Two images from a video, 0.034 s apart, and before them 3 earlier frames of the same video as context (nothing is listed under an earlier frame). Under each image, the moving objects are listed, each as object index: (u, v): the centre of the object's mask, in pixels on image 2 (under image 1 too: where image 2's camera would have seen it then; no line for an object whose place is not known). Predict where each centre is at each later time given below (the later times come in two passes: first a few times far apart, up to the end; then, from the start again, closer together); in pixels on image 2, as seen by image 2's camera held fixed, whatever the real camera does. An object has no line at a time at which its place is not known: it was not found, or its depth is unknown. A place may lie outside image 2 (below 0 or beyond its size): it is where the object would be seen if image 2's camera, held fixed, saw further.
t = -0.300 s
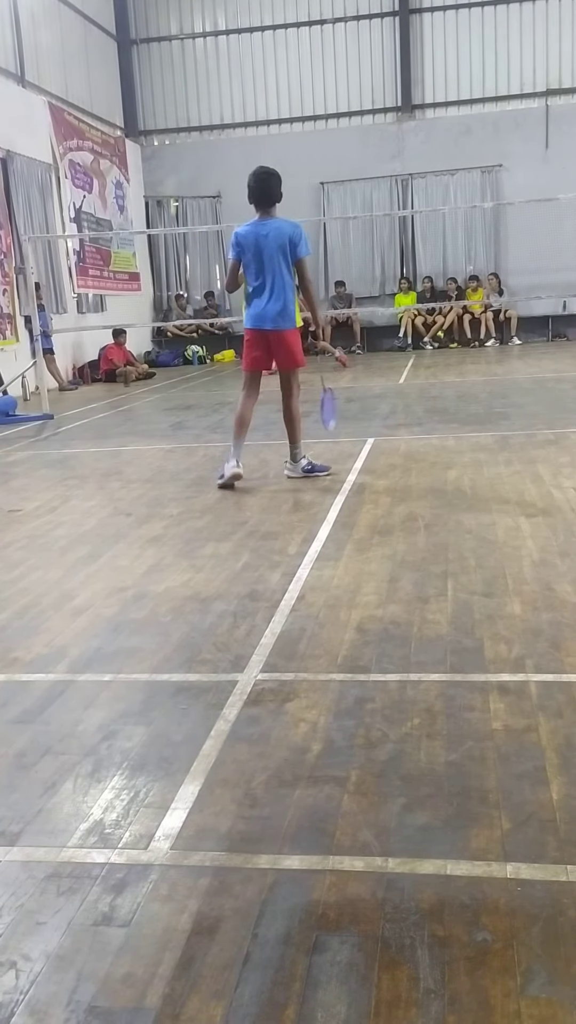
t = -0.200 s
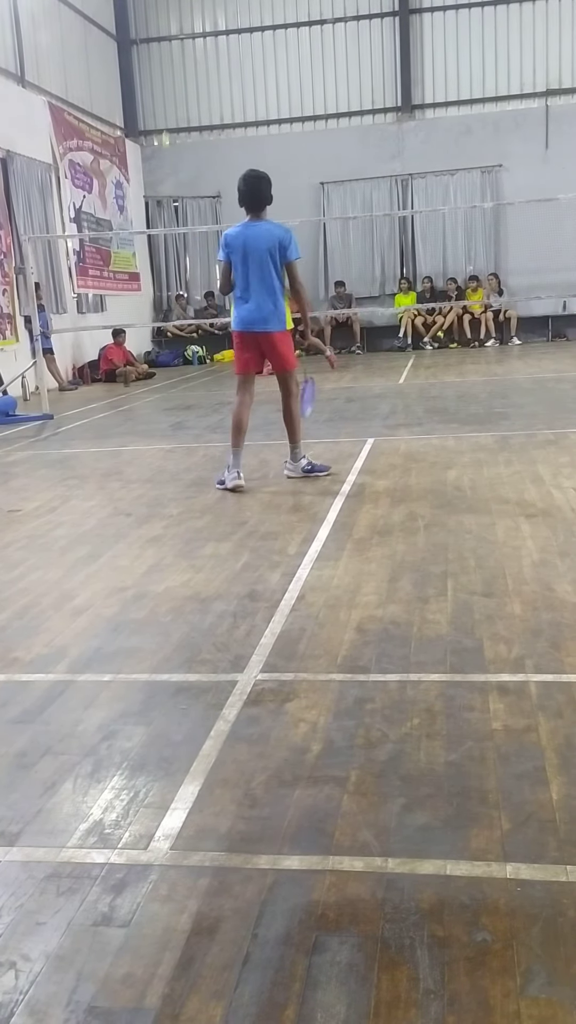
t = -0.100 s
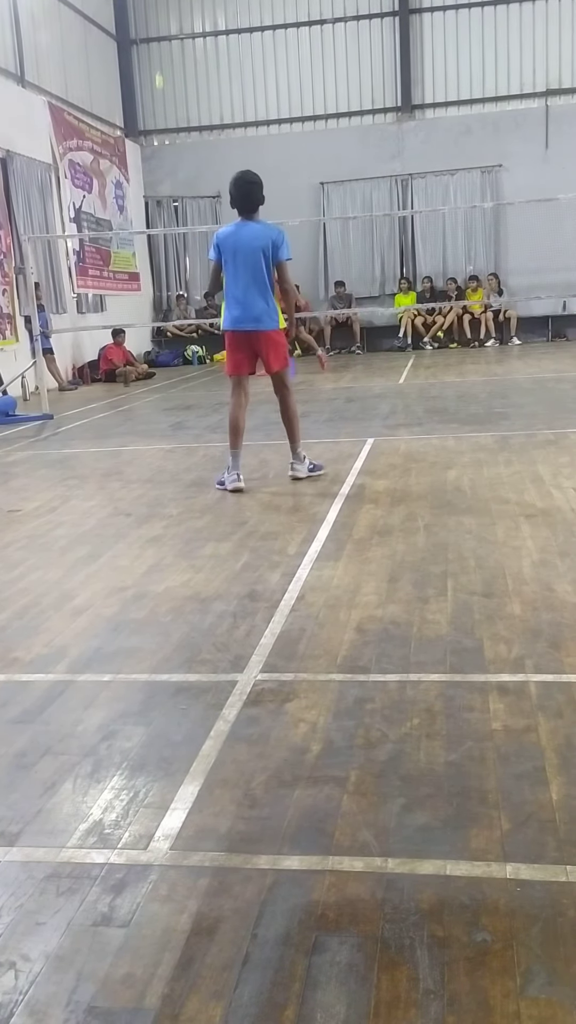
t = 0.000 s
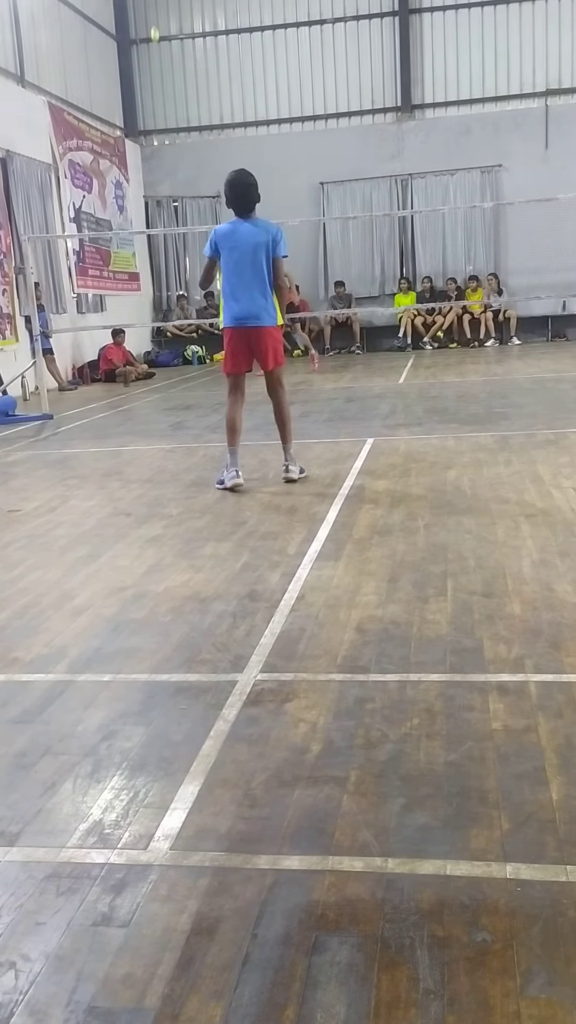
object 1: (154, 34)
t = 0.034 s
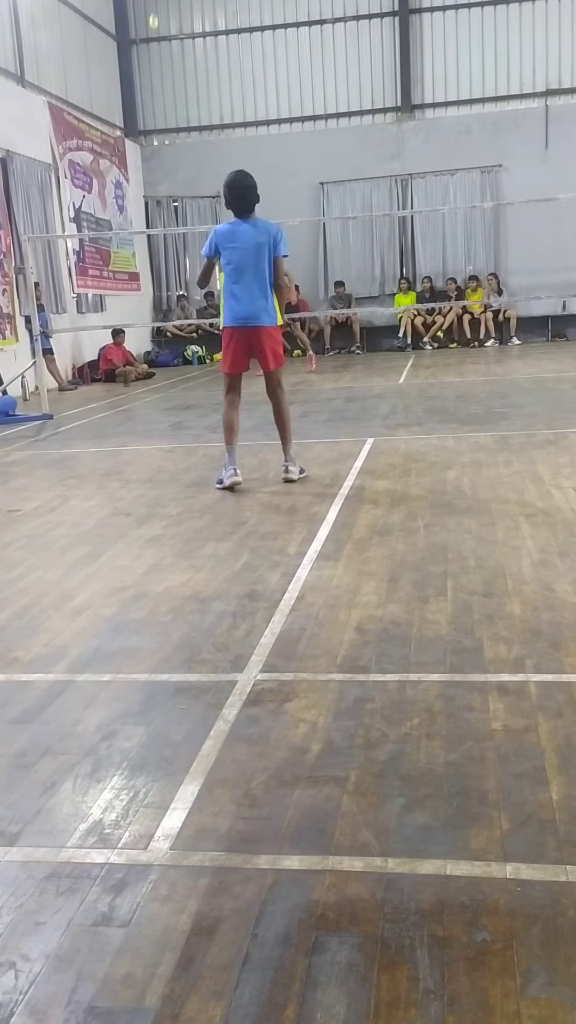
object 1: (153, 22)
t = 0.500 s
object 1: (146, 9)
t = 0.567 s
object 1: (146, 37)
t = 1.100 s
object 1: (176, 410)
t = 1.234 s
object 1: (186, 437)
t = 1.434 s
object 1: (189, 417)
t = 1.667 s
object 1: (208, 453)
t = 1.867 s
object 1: (212, 459)
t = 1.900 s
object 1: (213, 460)
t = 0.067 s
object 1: (152, 11)
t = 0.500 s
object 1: (146, 9)
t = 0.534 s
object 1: (146, 22)
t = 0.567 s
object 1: (146, 37)
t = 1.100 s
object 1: (176, 410)
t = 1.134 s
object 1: (180, 436)
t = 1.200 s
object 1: (186, 448)
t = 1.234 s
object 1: (186, 437)
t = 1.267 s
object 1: (187, 428)
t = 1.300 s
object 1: (186, 422)
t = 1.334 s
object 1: (185, 419)
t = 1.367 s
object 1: (186, 417)
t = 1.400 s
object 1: (187, 417)
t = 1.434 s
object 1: (189, 417)
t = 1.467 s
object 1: (192, 420)
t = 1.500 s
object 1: (194, 424)
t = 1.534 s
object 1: (196, 429)
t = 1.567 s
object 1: (200, 436)
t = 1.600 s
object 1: (203, 446)
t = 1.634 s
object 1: (206, 457)
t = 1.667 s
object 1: (208, 453)
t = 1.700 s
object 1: (209, 449)
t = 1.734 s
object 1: (209, 448)
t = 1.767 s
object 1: (209, 450)
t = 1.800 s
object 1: (209, 452)
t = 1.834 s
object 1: (210, 455)
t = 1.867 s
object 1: (212, 459)
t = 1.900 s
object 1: (213, 460)
